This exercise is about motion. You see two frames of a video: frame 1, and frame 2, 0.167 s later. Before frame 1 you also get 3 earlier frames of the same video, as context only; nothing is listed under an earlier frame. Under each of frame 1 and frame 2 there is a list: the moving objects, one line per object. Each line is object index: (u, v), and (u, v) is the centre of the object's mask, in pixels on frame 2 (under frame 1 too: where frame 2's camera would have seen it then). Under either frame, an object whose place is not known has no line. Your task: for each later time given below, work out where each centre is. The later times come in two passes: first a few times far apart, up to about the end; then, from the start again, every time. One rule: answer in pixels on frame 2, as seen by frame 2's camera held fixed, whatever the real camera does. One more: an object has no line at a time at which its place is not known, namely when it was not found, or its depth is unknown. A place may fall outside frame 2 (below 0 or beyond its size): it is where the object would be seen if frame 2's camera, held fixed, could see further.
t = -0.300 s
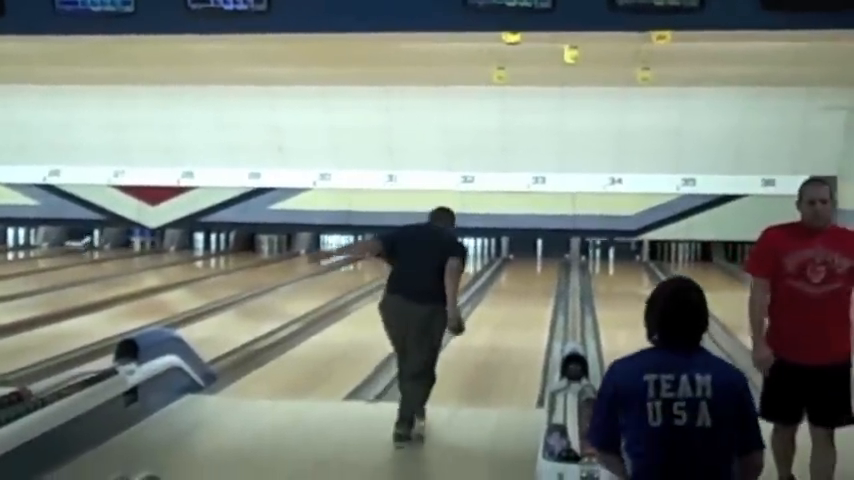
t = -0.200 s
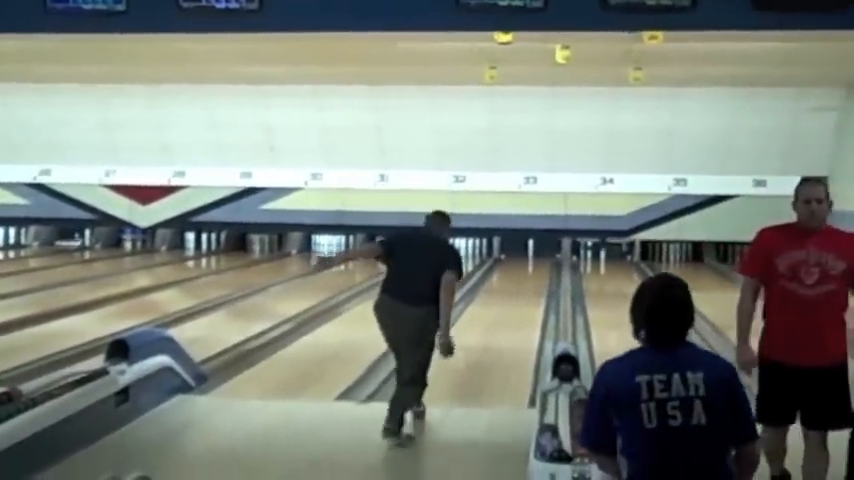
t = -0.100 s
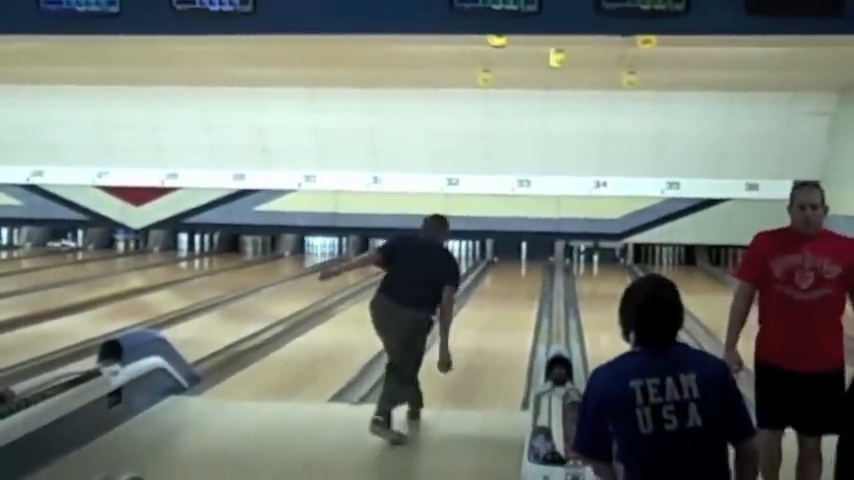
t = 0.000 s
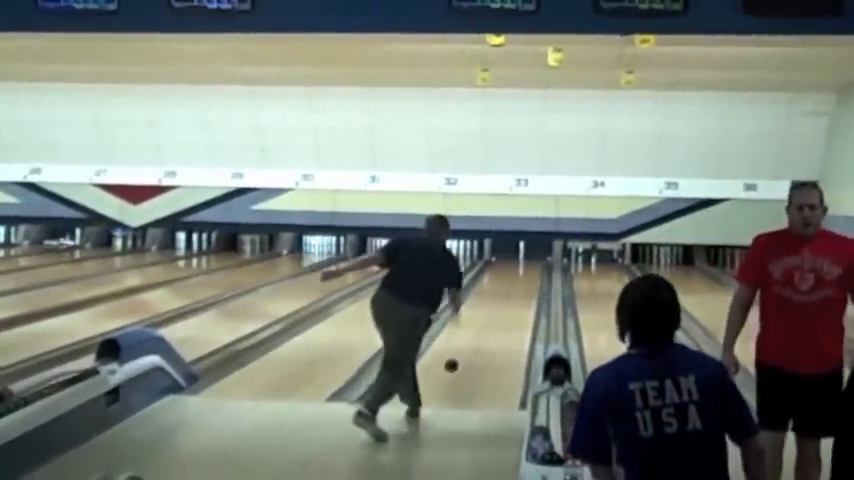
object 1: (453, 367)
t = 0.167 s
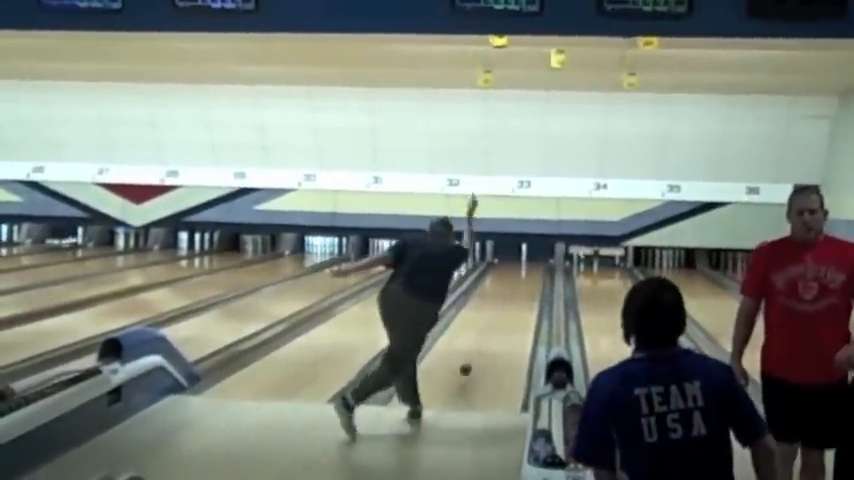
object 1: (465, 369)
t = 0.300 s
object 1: (474, 351)
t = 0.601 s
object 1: (488, 330)
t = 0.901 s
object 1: (499, 311)
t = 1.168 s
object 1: (506, 298)
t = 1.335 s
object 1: (509, 291)
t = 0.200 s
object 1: (467, 363)
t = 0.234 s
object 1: (469, 358)
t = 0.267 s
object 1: (471, 354)
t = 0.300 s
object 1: (474, 351)
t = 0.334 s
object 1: (475, 349)
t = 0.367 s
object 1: (476, 351)
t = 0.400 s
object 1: (478, 347)
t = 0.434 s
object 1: (480, 342)
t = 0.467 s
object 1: (482, 339)
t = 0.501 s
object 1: (483, 338)
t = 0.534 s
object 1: (485, 335)
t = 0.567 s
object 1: (487, 332)
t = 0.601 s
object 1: (488, 330)
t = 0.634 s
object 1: (490, 327)
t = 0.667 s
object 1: (491, 325)
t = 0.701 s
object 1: (492, 323)
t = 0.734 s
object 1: (494, 320)
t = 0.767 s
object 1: (494, 318)
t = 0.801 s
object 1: (496, 316)
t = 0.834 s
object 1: (497, 314)
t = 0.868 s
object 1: (498, 313)
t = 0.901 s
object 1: (499, 311)
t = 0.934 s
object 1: (500, 309)
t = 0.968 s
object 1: (501, 305)
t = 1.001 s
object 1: (502, 305)
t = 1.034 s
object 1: (502, 303)
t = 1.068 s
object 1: (503, 303)
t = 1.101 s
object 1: (504, 300)
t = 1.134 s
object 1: (505, 299)
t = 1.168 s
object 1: (506, 298)
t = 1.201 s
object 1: (507, 296)
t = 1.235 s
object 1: (507, 296)
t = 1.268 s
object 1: (508, 294)
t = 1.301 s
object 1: (508, 292)
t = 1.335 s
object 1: (509, 291)
